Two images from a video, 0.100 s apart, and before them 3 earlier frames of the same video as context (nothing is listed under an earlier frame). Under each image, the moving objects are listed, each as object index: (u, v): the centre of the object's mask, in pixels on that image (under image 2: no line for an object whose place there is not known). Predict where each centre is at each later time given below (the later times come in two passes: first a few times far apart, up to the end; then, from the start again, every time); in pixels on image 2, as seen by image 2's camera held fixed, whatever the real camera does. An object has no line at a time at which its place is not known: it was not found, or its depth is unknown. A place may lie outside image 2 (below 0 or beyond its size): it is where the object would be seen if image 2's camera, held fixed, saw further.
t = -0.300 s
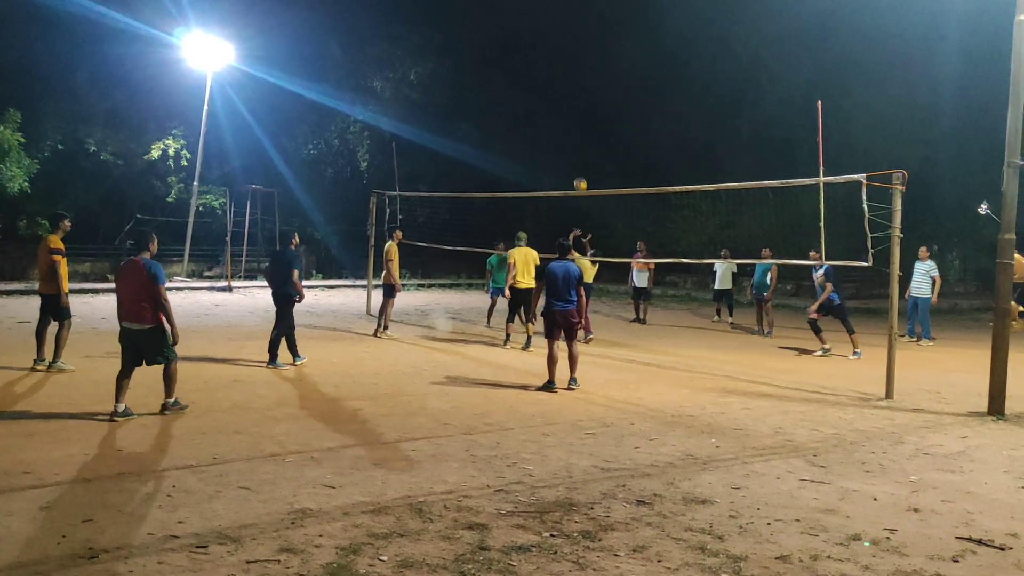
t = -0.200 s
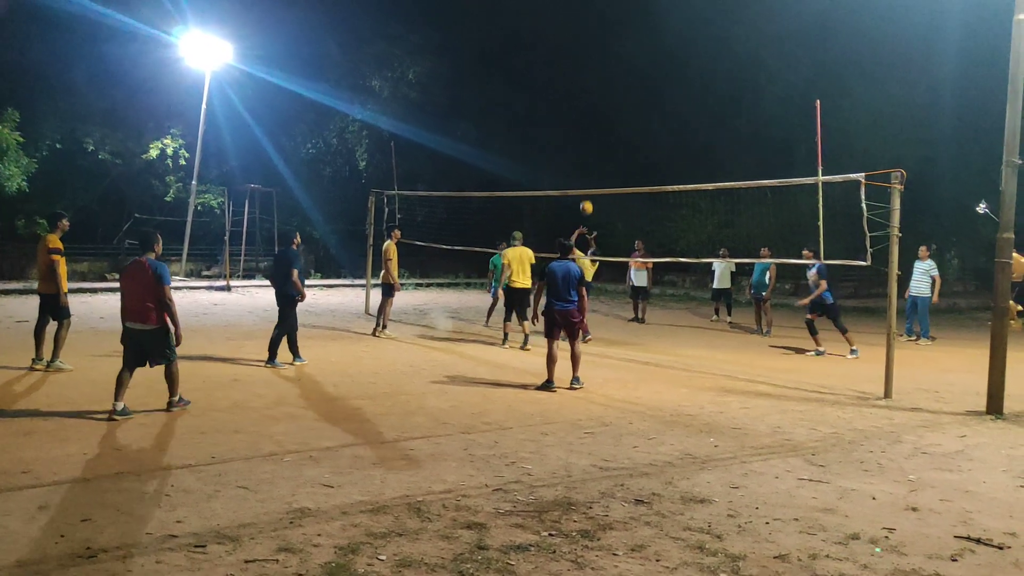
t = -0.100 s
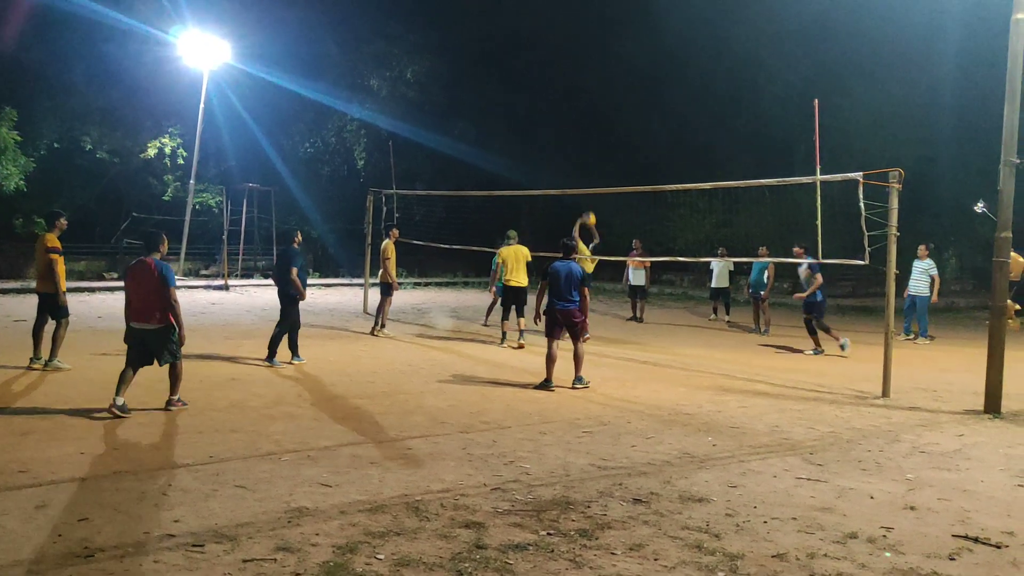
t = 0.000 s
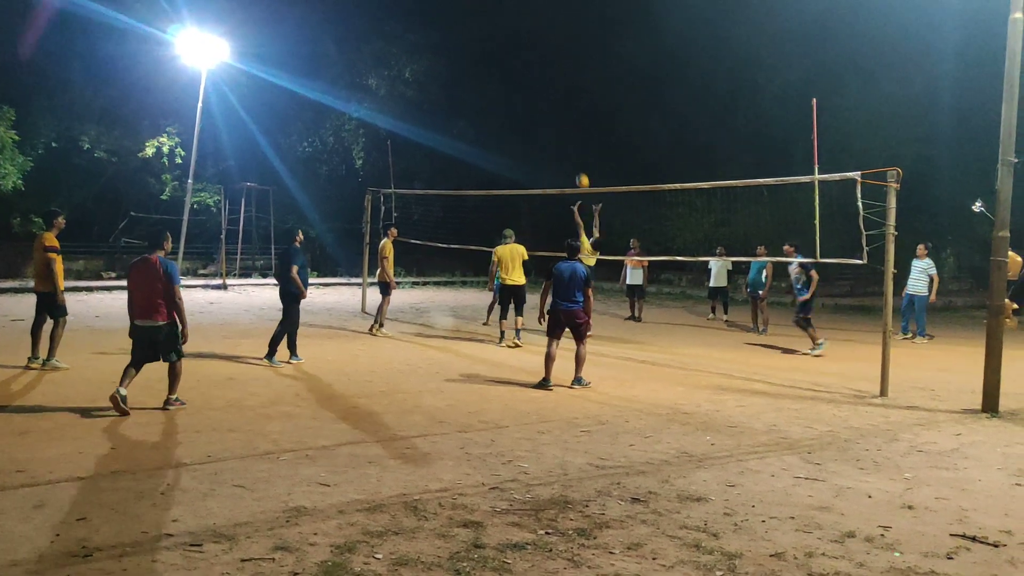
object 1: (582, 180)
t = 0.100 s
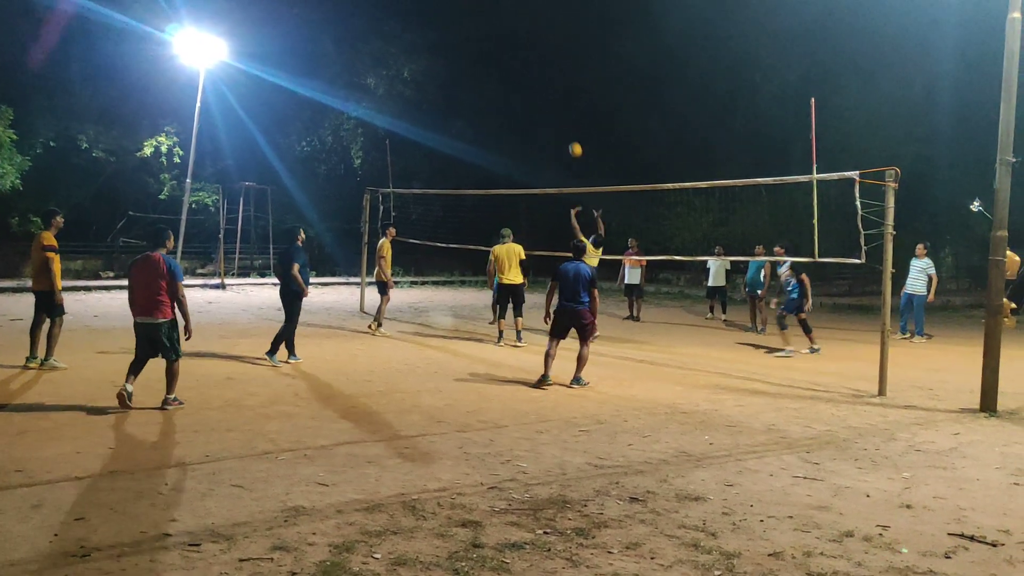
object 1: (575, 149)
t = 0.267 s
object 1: (565, 112)
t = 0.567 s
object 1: (548, 87)
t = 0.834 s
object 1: (532, 108)
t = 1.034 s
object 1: (521, 149)
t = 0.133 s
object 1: (573, 141)
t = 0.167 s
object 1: (571, 132)
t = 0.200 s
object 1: (569, 125)
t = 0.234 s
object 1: (567, 118)
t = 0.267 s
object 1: (565, 112)
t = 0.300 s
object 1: (563, 107)
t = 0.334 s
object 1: (561, 102)
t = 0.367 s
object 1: (559, 98)
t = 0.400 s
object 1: (557, 94)
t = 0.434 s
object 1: (555, 91)
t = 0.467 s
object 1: (554, 90)
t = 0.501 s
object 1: (552, 88)
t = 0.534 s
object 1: (550, 87)
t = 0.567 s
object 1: (548, 87)
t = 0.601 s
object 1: (546, 87)
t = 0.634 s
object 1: (544, 88)
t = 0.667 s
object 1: (542, 90)
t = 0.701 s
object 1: (540, 93)
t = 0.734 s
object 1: (538, 95)
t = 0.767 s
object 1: (536, 99)
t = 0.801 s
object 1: (534, 103)
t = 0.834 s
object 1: (532, 108)
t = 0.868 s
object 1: (531, 113)
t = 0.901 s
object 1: (528, 119)
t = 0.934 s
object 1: (526, 126)
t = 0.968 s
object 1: (525, 132)
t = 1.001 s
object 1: (523, 140)
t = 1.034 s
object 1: (521, 149)
